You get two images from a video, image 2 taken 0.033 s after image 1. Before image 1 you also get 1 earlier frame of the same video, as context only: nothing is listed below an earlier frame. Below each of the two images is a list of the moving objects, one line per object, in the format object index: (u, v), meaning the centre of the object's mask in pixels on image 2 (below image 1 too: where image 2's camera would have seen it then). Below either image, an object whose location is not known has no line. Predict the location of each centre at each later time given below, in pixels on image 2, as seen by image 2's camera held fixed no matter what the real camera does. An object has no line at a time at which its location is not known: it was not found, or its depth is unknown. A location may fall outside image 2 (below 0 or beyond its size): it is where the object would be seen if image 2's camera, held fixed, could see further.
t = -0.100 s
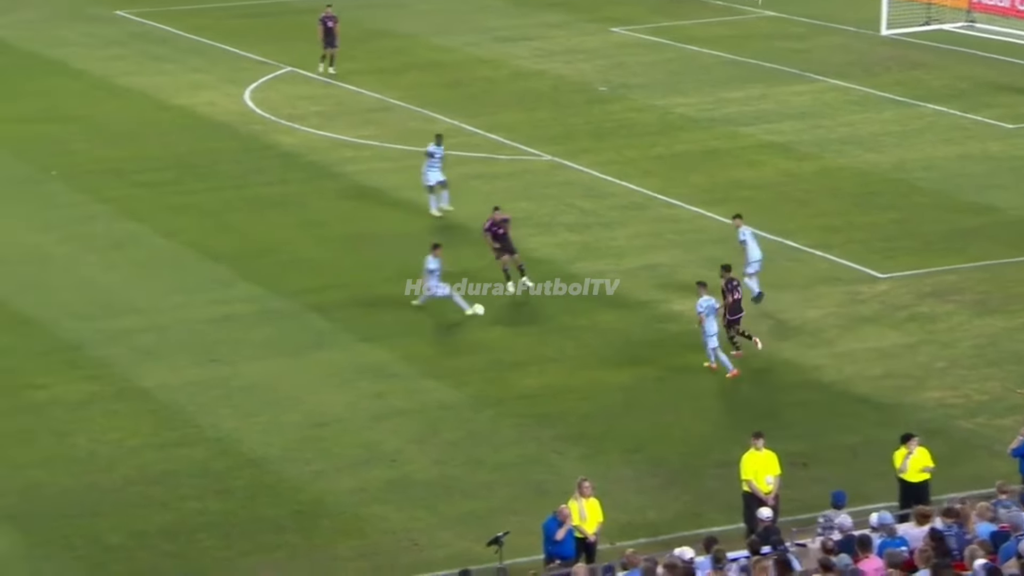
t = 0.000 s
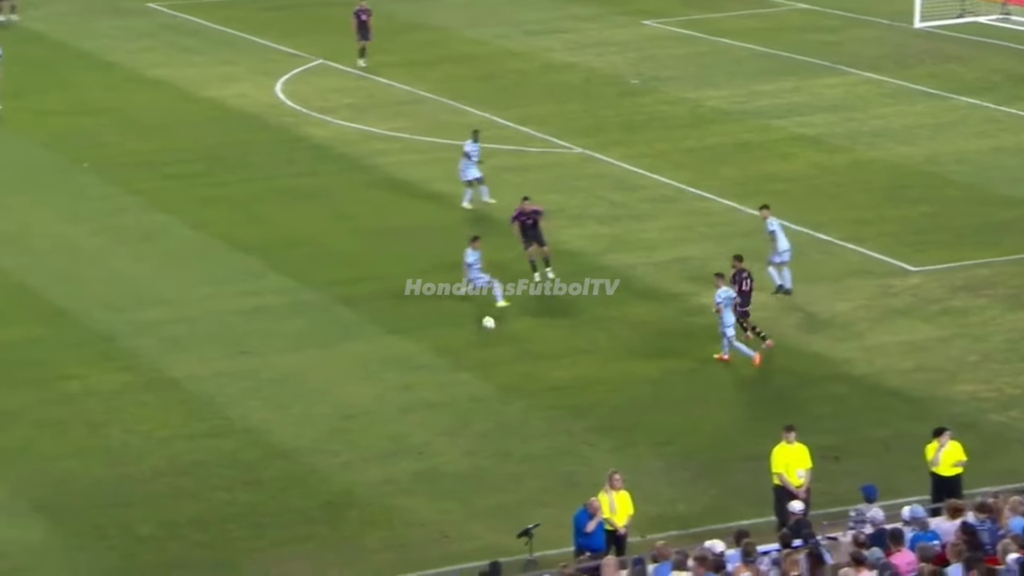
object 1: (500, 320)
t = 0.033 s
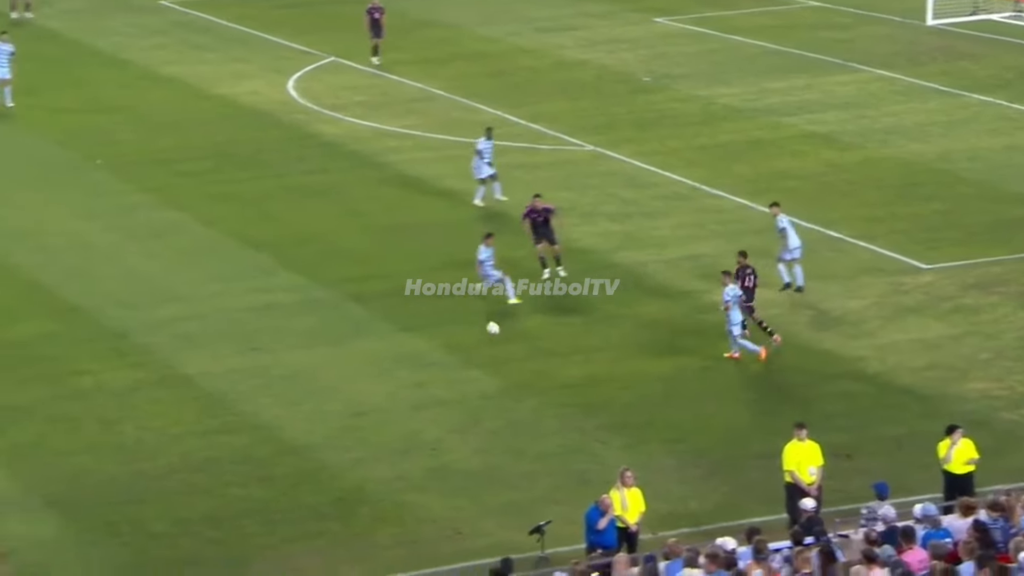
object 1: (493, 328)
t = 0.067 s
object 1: (485, 337)
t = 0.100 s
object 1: (478, 346)
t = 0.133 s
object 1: (471, 357)
